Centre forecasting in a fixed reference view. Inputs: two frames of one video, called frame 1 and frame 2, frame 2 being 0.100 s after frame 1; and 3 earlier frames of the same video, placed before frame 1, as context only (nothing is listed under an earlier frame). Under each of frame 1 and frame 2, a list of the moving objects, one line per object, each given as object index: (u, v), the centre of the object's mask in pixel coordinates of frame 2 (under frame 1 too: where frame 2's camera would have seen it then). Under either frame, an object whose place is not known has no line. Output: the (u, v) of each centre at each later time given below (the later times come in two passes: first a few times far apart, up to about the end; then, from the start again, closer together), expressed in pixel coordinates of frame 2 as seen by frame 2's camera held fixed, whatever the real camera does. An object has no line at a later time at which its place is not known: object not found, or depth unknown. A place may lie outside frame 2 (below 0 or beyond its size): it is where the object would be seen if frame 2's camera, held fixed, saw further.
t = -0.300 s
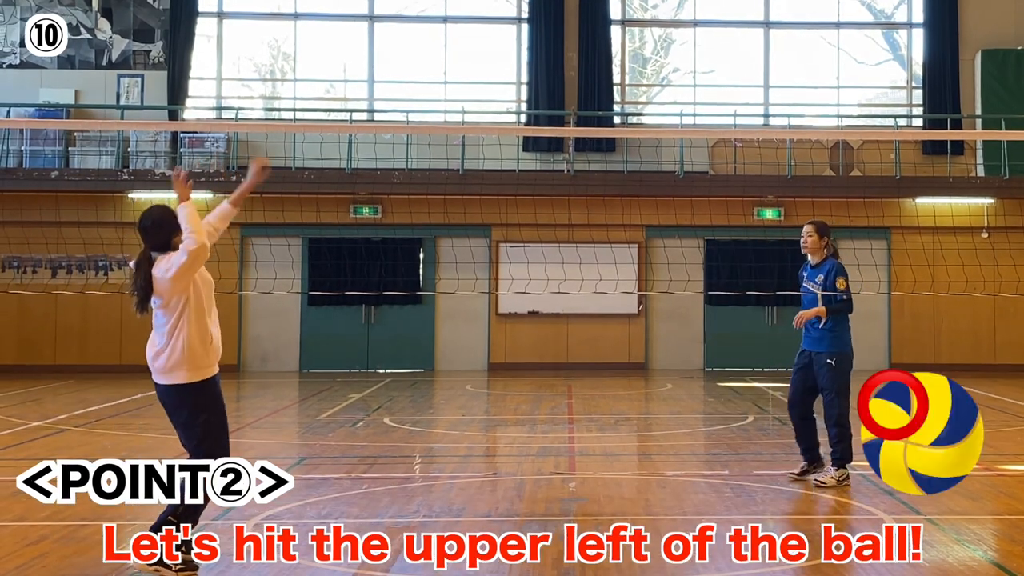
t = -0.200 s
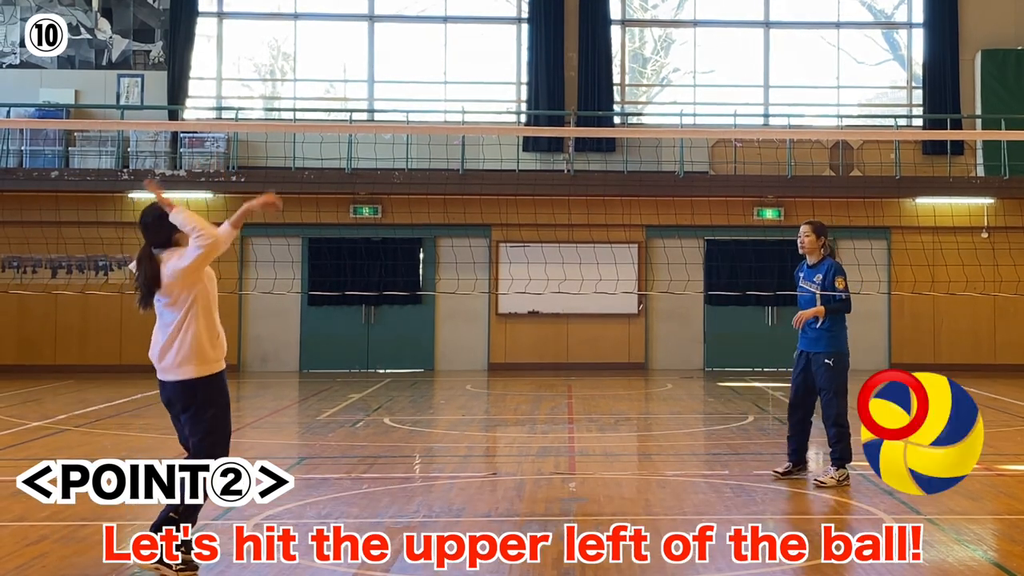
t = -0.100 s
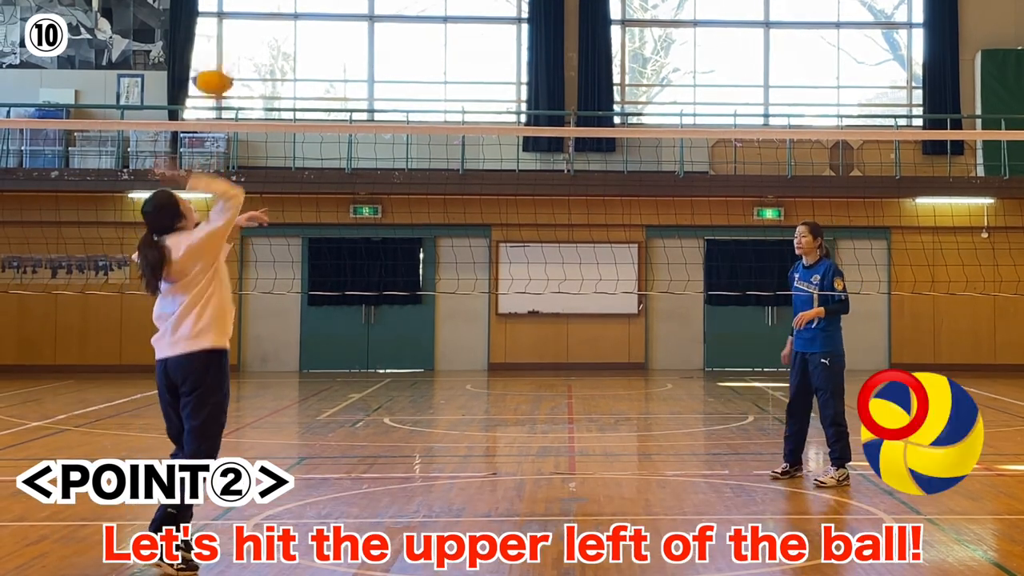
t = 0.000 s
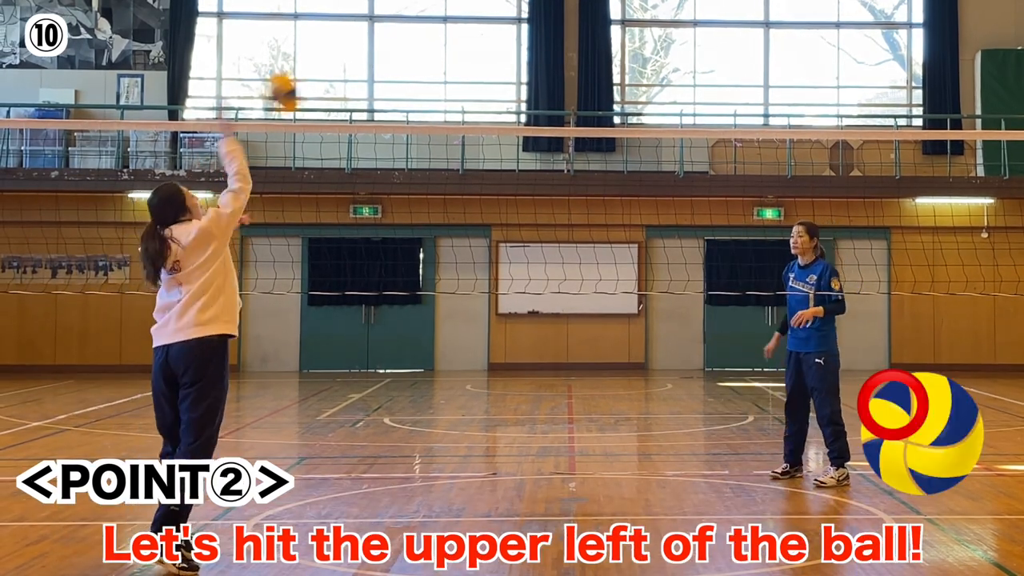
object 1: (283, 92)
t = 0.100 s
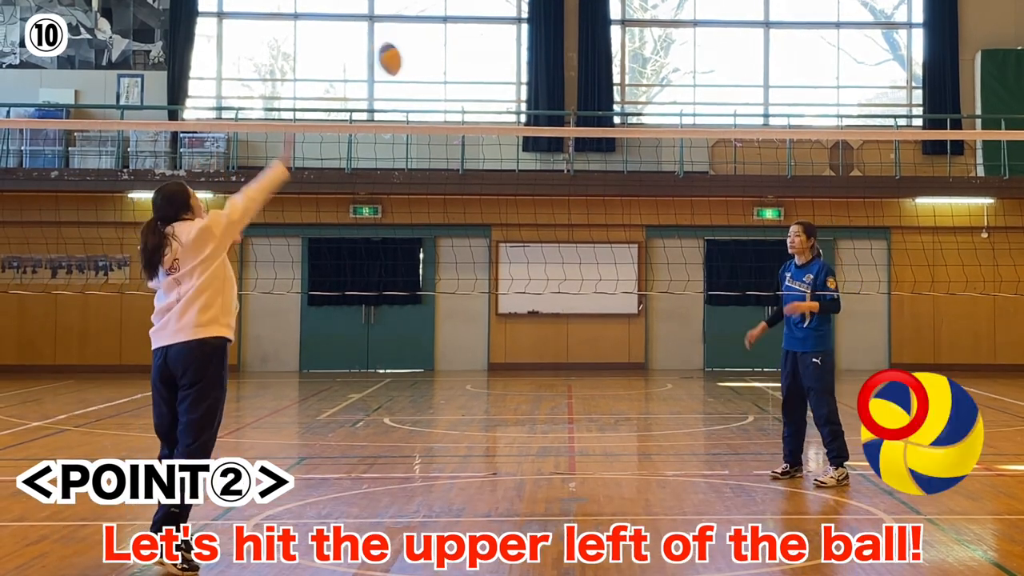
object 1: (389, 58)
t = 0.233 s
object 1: (509, 49)
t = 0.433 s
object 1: (651, 87)
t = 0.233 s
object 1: (509, 49)
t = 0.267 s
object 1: (541, 51)
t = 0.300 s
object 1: (559, 55)
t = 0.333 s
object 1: (584, 61)
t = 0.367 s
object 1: (602, 68)
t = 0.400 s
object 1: (629, 77)
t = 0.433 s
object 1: (651, 87)
